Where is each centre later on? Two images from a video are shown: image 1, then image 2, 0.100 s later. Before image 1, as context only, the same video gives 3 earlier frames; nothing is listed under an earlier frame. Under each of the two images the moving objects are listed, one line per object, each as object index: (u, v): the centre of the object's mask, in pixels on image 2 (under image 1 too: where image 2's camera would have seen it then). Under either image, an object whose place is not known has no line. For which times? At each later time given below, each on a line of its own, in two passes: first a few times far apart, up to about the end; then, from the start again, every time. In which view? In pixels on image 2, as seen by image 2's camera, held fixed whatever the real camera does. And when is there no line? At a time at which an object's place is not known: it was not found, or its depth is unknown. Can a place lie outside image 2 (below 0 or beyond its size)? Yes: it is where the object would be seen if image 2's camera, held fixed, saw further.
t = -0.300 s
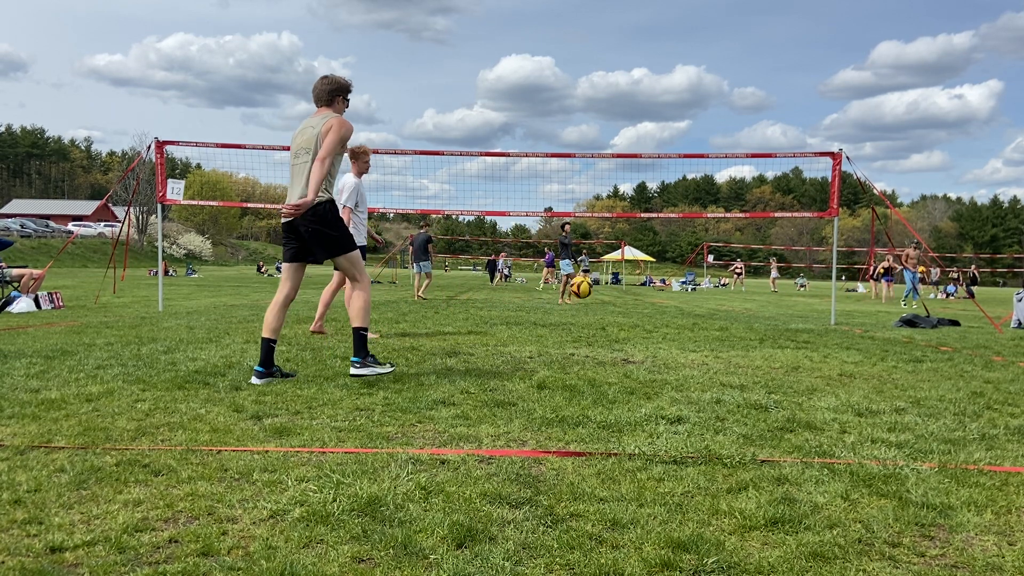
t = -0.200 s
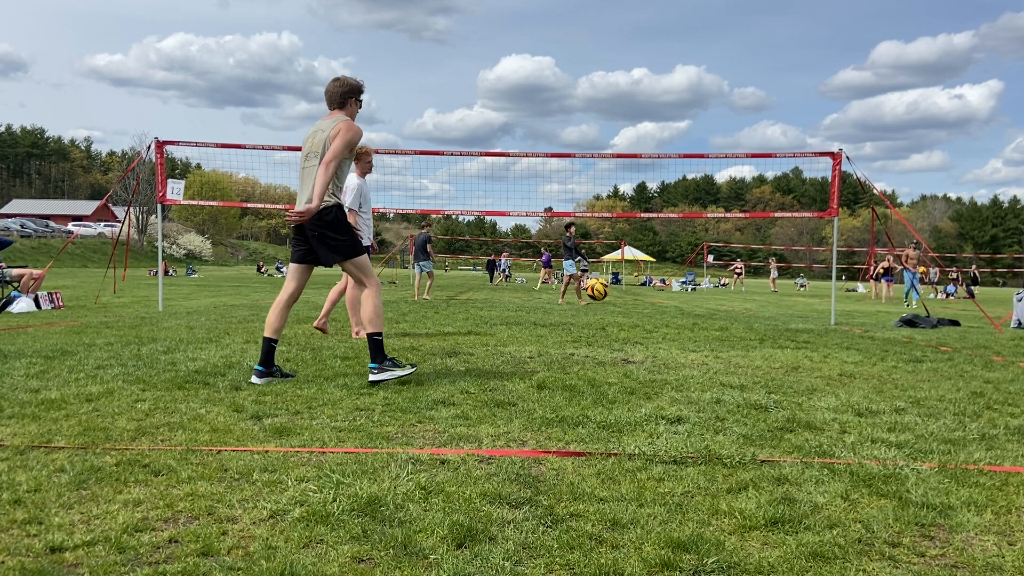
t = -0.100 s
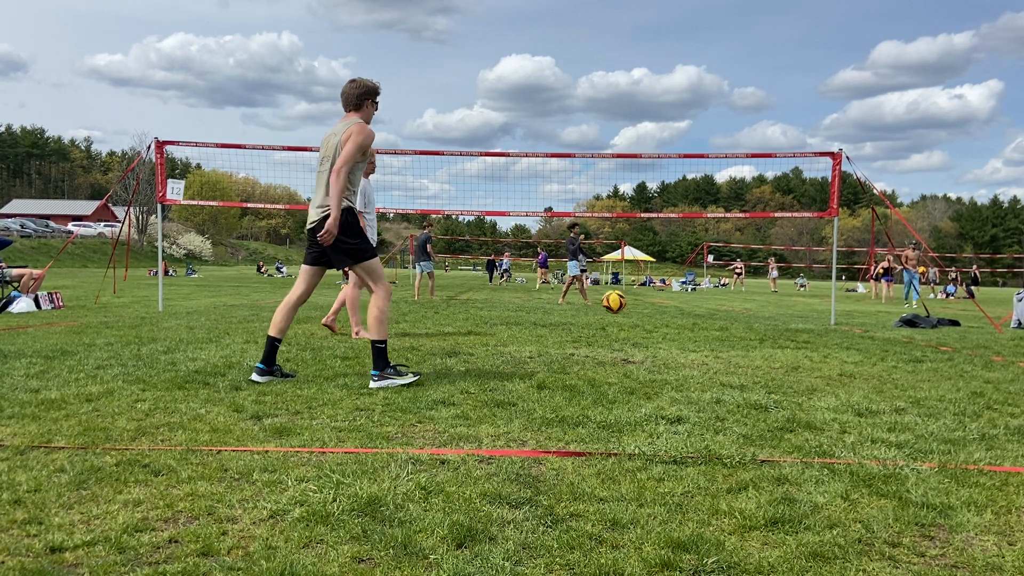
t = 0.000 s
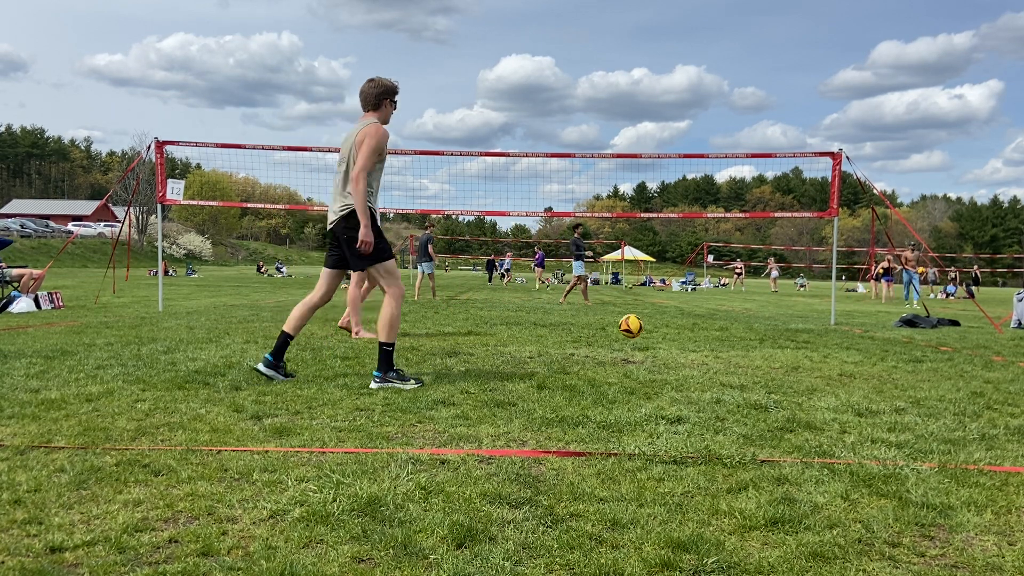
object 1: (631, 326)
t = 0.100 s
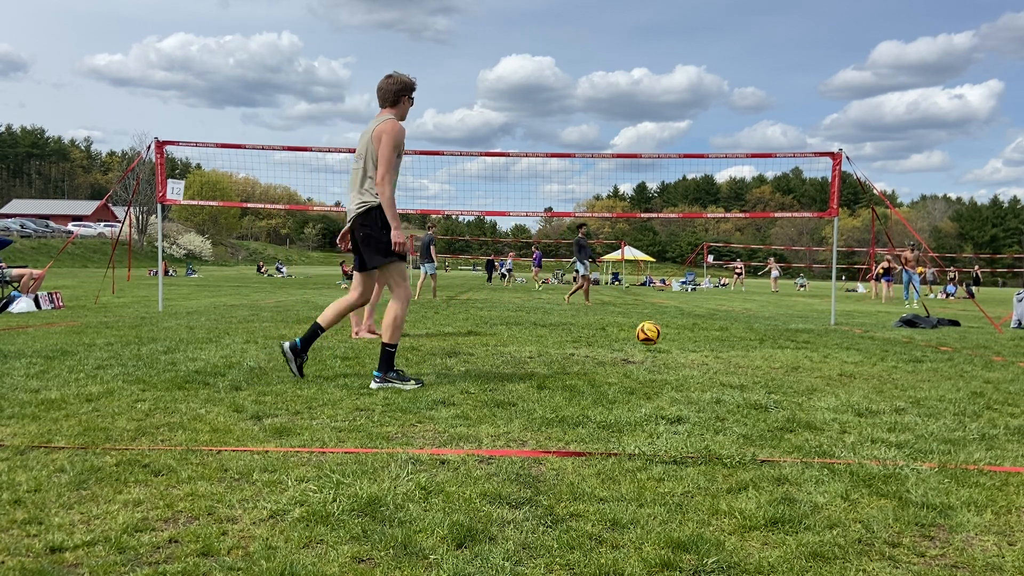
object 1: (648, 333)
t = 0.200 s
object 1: (667, 321)
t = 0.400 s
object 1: (707, 330)
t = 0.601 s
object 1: (749, 340)
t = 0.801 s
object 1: (796, 353)
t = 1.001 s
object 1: (847, 356)
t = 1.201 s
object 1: (900, 363)
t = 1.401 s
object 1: (955, 373)
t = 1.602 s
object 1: (1008, 380)
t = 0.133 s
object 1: (655, 328)
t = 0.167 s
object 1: (661, 324)
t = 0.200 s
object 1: (667, 321)
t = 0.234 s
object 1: (674, 319)
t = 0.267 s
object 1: (680, 318)
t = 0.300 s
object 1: (687, 319)
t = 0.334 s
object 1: (694, 321)
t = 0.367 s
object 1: (700, 325)
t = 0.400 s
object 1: (707, 330)
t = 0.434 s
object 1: (713, 336)
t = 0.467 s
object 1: (720, 344)
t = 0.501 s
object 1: (727, 351)
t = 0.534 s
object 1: (735, 347)
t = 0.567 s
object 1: (742, 342)
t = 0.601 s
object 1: (749, 340)
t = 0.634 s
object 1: (757, 339)
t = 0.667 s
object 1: (765, 339)
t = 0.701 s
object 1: (772, 340)
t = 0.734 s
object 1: (780, 343)
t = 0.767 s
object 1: (788, 347)
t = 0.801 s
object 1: (796, 353)
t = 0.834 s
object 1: (804, 359)
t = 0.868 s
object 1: (812, 359)
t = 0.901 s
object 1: (820, 356)
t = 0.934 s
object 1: (829, 355)
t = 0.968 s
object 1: (838, 355)
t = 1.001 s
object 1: (847, 356)
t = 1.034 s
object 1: (856, 360)
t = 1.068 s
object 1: (865, 365)
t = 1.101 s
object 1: (874, 369)
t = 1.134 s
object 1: (882, 366)
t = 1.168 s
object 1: (891, 363)
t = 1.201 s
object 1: (900, 363)
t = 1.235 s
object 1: (908, 365)
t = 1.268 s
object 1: (917, 367)
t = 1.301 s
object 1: (927, 371)
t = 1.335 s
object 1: (937, 374)
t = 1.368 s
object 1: (945, 373)
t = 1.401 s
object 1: (955, 373)
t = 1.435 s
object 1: (964, 374)
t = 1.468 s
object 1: (973, 376)
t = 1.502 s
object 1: (983, 378)
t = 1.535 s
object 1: (993, 377)
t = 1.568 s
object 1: (1001, 378)
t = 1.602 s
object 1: (1008, 380)
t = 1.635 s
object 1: (1013, 382)
